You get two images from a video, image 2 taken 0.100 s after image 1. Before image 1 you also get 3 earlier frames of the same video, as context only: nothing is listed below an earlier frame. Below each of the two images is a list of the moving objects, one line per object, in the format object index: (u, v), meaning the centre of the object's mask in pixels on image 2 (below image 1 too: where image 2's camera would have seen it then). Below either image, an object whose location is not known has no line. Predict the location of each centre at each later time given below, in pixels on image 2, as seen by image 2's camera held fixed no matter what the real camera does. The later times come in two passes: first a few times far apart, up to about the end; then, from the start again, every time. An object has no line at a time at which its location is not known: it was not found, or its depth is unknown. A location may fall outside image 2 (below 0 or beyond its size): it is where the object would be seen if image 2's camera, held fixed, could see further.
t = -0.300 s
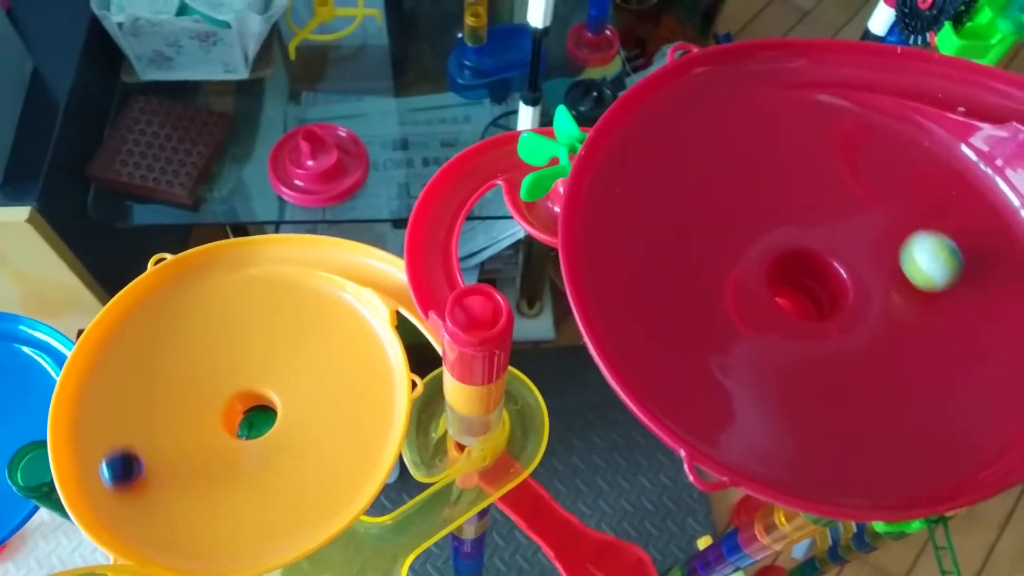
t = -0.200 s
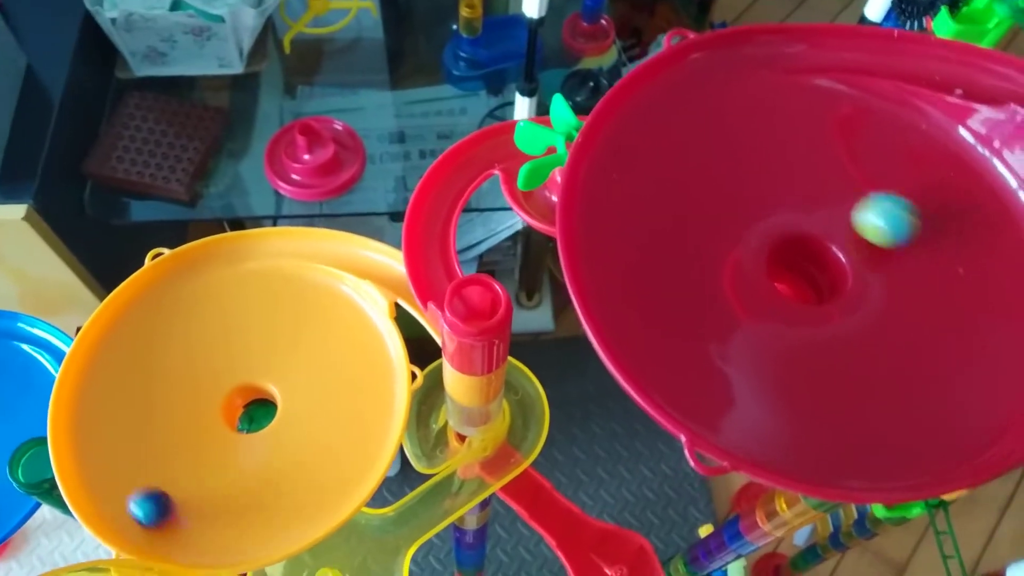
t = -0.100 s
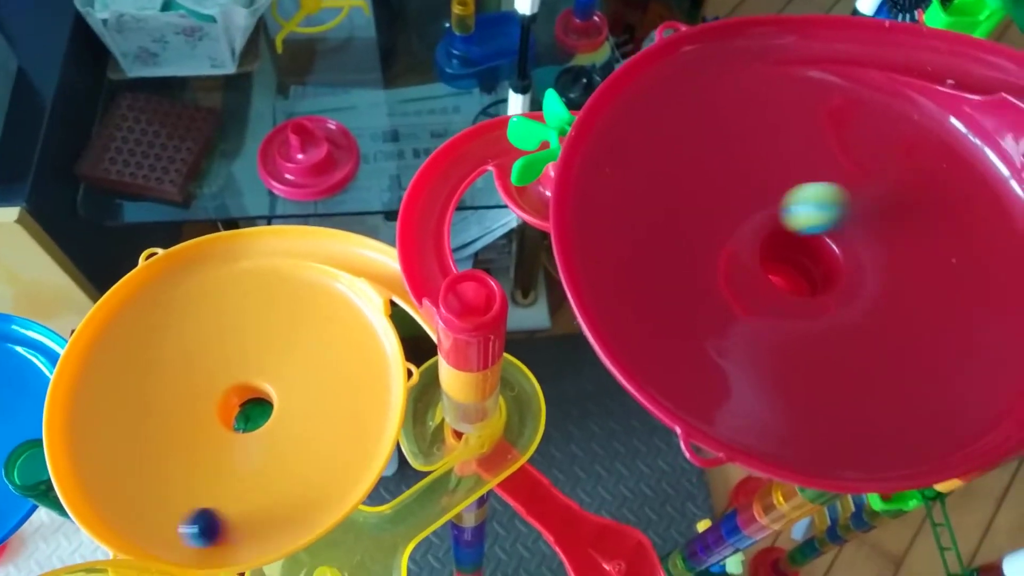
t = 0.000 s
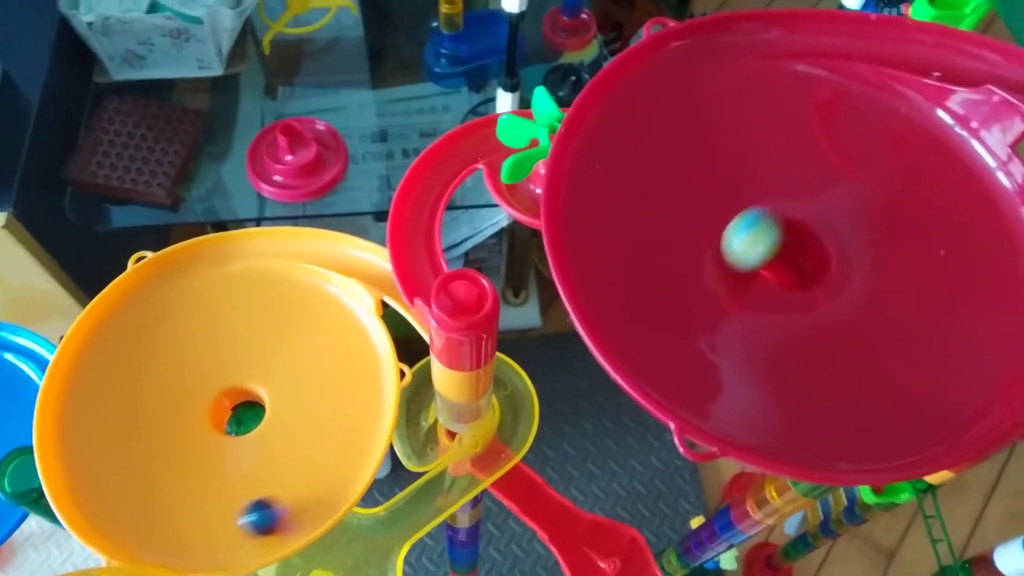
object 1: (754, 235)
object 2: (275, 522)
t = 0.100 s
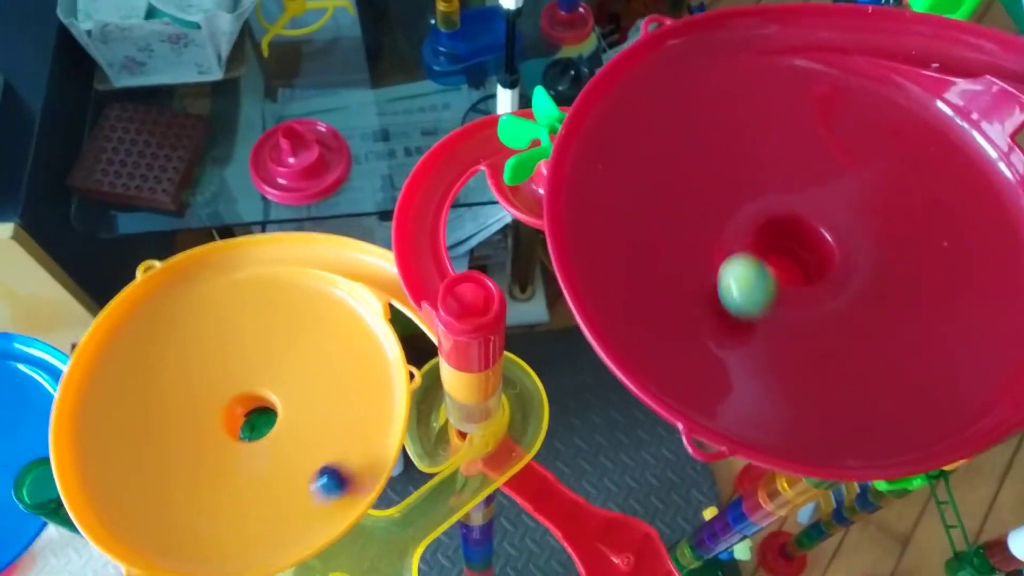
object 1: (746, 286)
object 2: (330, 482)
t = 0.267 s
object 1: (794, 342)
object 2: (378, 393)
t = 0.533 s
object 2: (306, 310)
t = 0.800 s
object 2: (163, 372)
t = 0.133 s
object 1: (749, 302)
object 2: (344, 465)
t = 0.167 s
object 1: (757, 316)
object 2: (356, 446)
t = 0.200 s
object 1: (768, 327)
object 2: (366, 428)
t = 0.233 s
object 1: (781, 336)
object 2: (374, 410)
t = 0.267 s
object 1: (794, 342)
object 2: (378, 393)
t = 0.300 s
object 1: (809, 345)
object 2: (379, 376)
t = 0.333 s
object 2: (378, 360)
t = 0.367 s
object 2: (372, 346)
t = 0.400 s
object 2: (365, 334)
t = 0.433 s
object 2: (354, 324)
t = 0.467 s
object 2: (339, 317)
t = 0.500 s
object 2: (322, 313)
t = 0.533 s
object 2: (306, 310)
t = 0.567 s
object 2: (288, 311)
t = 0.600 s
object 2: (268, 312)
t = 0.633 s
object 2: (250, 316)
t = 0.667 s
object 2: (229, 323)
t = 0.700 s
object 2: (211, 332)
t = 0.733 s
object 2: (194, 343)
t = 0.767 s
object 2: (177, 357)
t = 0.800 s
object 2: (163, 372)
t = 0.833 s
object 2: (151, 387)
